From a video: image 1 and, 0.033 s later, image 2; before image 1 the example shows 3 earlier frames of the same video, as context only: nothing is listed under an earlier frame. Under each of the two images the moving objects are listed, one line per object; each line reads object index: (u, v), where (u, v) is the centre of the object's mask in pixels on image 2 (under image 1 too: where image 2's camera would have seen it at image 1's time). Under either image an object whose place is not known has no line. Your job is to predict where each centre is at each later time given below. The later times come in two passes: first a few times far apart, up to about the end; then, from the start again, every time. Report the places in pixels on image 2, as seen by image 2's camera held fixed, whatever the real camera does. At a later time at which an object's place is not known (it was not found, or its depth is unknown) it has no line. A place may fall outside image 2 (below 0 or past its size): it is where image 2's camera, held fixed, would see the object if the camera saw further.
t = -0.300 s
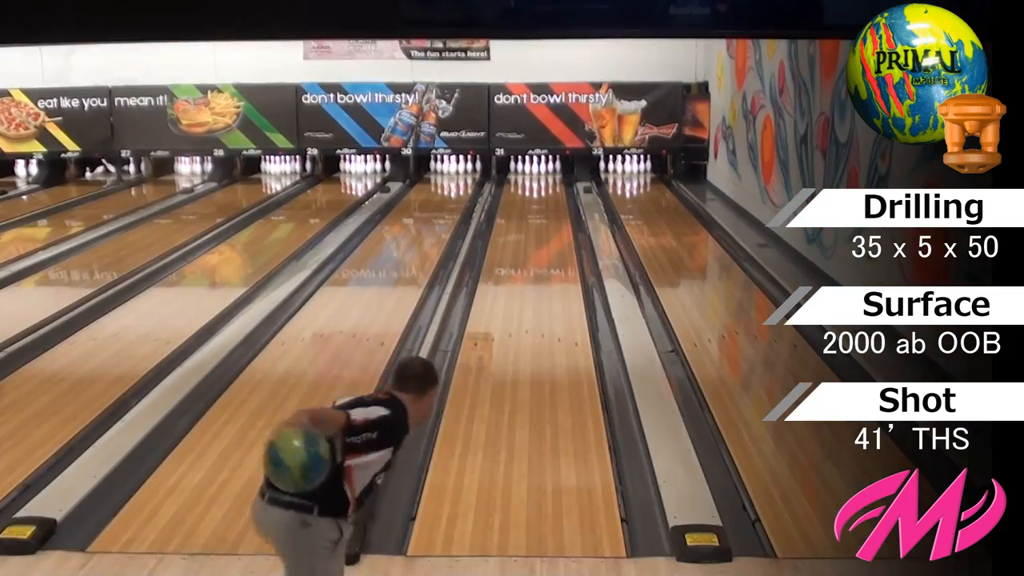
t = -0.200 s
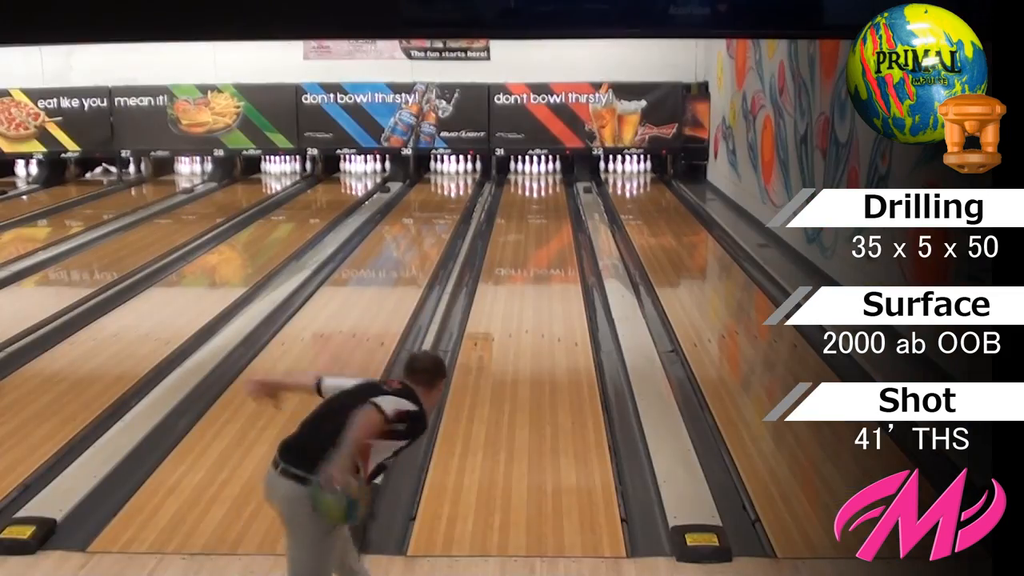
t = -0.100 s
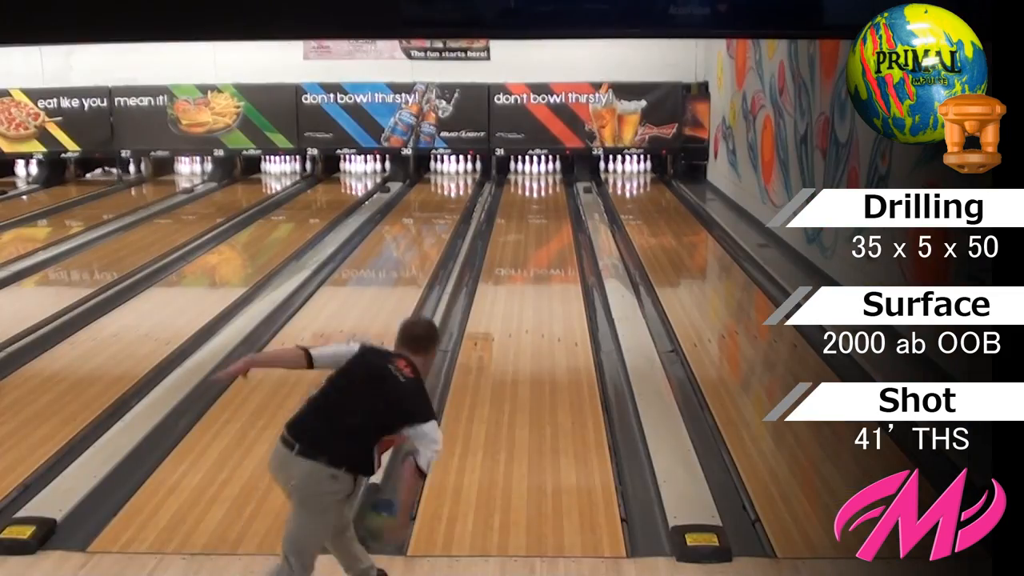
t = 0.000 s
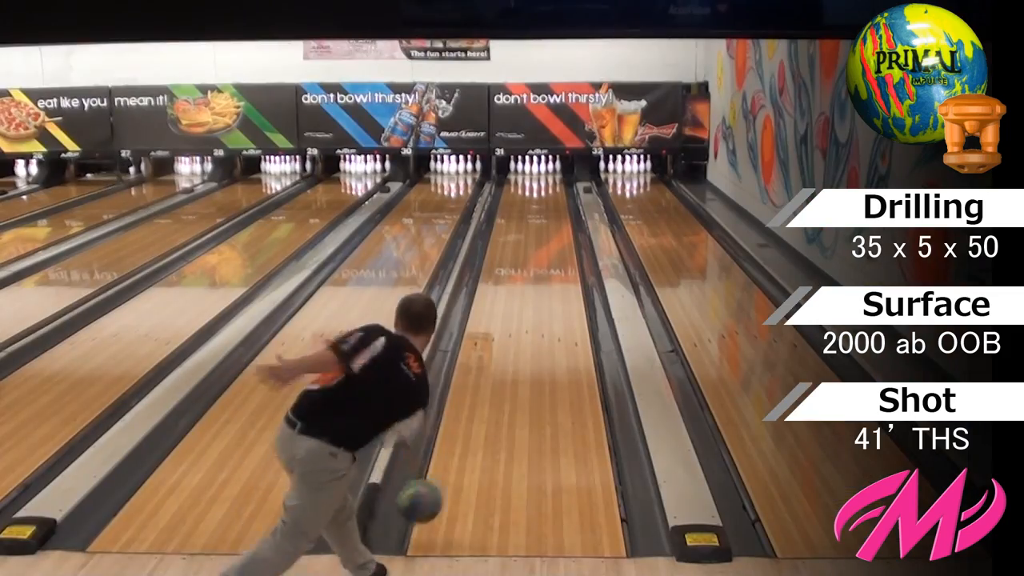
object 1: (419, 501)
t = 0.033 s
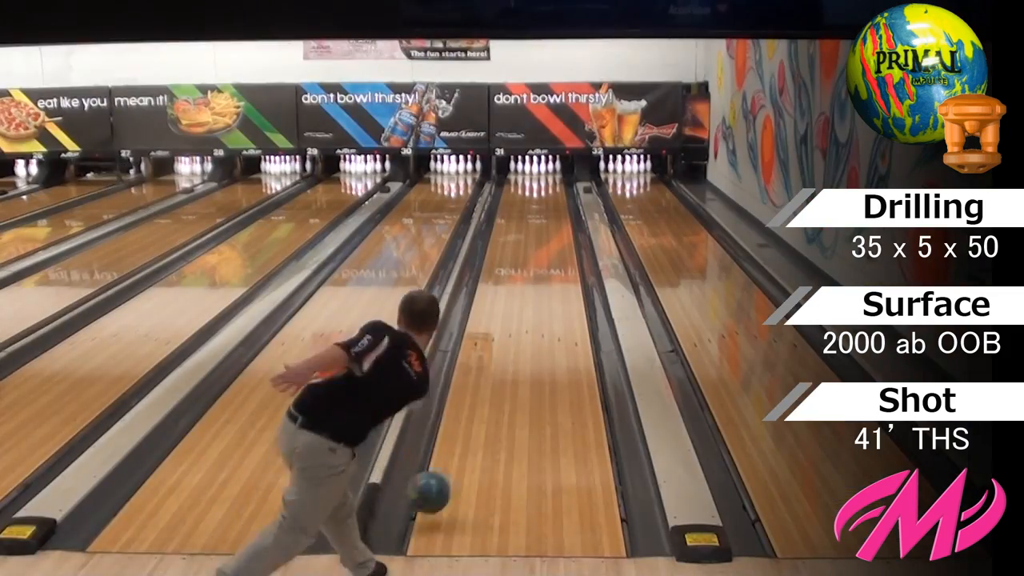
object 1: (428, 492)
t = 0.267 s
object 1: (475, 401)
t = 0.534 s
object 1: (503, 329)
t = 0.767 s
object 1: (520, 287)
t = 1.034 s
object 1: (533, 252)
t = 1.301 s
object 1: (541, 227)
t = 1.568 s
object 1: (546, 208)
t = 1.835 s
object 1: (548, 192)
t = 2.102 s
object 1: (545, 179)
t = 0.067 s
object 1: (438, 486)
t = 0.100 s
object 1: (446, 470)
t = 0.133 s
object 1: (452, 454)
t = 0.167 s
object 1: (459, 439)
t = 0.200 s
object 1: (464, 427)
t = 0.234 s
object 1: (469, 413)
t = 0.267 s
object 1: (475, 401)
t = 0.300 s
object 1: (478, 391)
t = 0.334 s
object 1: (483, 380)
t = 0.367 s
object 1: (487, 370)
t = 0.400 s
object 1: (490, 361)
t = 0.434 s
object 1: (494, 351)
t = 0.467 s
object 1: (497, 344)
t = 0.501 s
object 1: (500, 336)
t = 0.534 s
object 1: (503, 329)
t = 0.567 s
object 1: (506, 322)
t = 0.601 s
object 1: (508, 315)
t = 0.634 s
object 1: (511, 309)
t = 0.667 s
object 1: (513, 303)
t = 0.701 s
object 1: (515, 297)
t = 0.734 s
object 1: (518, 292)
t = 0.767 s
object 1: (520, 287)
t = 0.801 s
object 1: (522, 282)
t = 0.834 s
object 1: (523, 277)
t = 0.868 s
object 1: (525, 273)
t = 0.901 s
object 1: (527, 268)
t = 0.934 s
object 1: (528, 264)
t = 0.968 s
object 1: (530, 260)
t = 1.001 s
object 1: (532, 256)
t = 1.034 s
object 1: (533, 252)
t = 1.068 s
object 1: (534, 250)
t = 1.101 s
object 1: (535, 246)
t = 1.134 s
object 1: (537, 241)
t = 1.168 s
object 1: (538, 238)
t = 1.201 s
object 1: (539, 236)
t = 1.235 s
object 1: (540, 232)
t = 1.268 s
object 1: (541, 228)
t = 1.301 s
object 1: (541, 227)
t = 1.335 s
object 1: (542, 224)
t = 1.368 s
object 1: (543, 221)
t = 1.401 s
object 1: (543, 219)
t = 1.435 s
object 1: (544, 216)
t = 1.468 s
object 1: (544, 213)
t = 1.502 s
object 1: (545, 211)
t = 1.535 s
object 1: (545, 210)
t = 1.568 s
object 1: (546, 208)
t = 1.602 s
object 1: (547, 205)
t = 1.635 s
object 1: (549, 203)
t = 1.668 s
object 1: (549, 202)
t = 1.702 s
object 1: (549, 199)
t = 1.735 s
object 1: (548, 198)
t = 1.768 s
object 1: (548, 197)
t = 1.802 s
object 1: (548, 194)
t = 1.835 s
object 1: (548, 192)
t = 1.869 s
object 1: (548, 190)
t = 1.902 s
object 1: (548, 189)
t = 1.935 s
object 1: (548, 187)
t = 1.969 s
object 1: (547, 185)
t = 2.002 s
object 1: (546, 183)
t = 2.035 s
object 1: (546, 182)
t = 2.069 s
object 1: (546, 181)
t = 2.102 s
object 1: (545, 179)
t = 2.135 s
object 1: (545, 179)
